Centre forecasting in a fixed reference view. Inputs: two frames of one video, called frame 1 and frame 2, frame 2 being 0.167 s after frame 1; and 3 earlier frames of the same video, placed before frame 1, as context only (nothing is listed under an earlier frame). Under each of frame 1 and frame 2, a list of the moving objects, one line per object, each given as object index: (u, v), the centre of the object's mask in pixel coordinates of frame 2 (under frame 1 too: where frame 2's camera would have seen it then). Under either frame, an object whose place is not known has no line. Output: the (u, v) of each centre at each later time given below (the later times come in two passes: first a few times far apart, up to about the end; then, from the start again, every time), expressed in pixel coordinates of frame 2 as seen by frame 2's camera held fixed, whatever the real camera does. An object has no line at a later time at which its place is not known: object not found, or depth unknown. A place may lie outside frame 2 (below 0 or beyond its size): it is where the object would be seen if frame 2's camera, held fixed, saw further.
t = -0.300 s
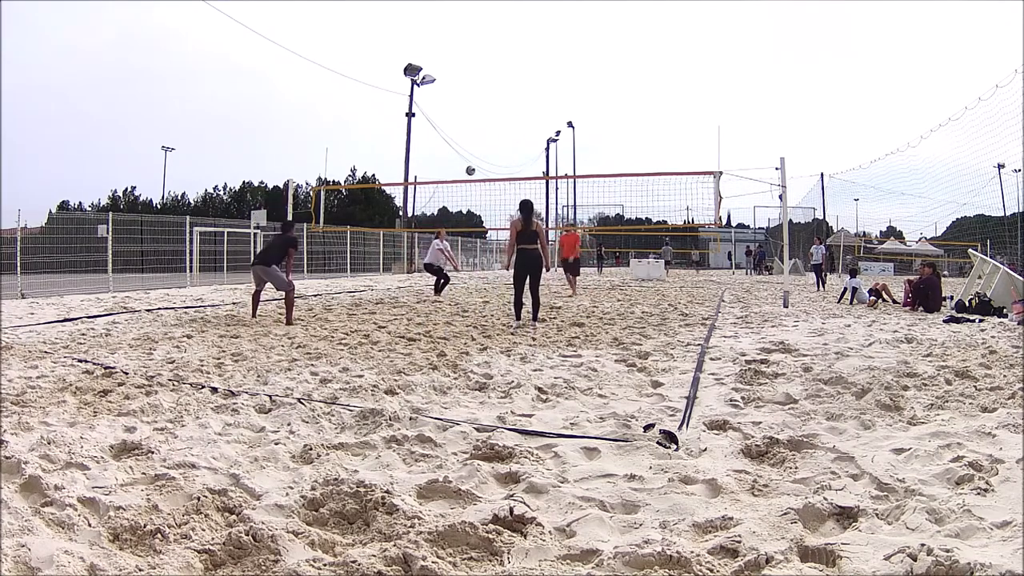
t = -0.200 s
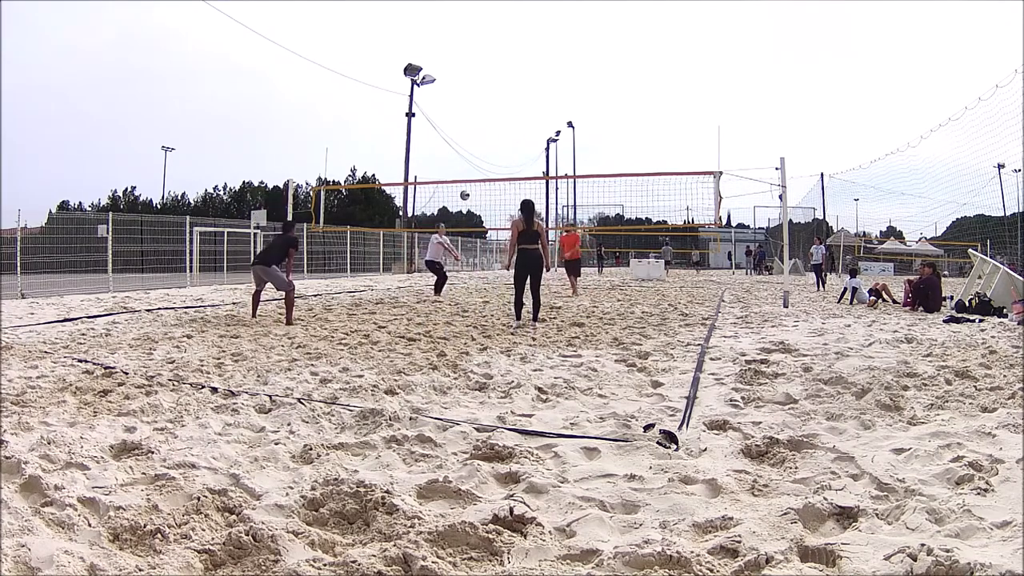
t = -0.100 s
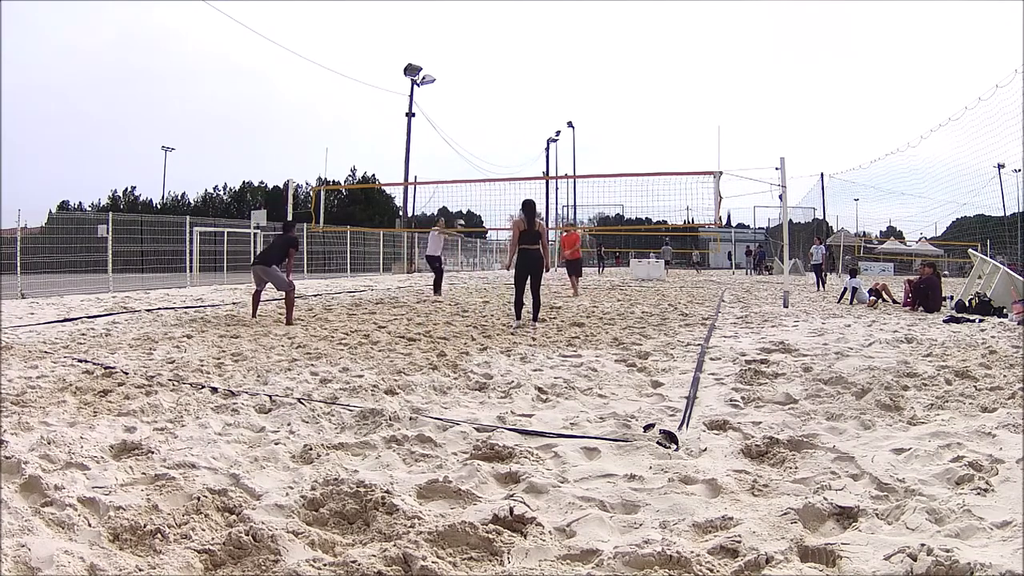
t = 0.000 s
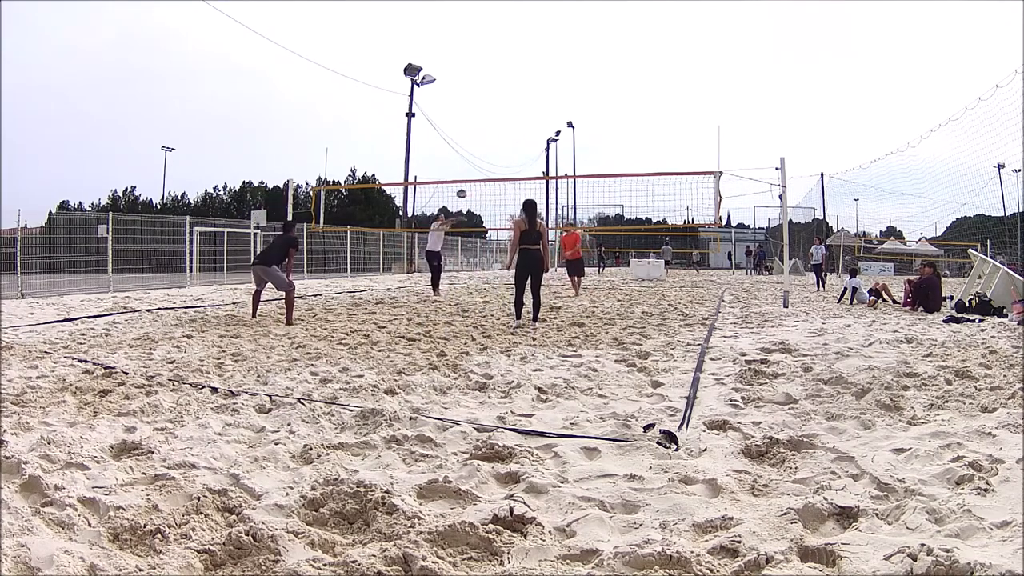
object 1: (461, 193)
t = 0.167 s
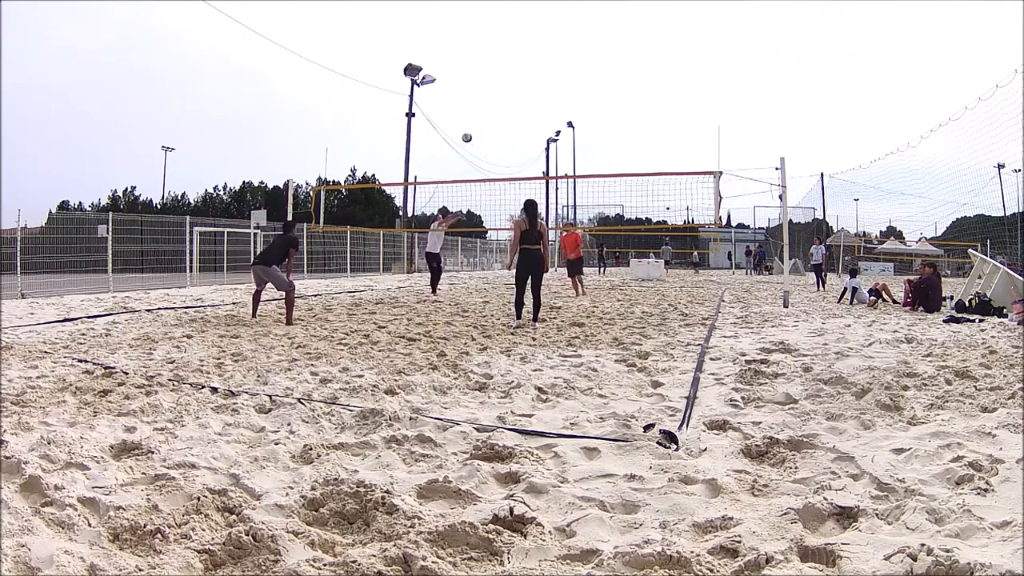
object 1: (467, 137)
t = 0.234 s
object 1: (469, 119)
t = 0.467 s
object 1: (476, 74)
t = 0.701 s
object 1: (484, 54)
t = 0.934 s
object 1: (492, 59)
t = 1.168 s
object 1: (500, 91)
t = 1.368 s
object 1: (507, 138)
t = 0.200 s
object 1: (468, 128)
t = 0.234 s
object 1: (469, 119)
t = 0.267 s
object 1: (470, 111)
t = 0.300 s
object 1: (471, 104)
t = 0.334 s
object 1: (472, 97)
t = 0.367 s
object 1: (473, 90)
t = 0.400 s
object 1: (474, 85)
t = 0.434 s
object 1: (475, 79)
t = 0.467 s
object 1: (476, 74)
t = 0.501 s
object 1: (477, 70)
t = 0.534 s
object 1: (479, 65)
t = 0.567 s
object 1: (480, 62)
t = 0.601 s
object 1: (481, 59)
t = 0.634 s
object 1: (482, 57)
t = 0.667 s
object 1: (483, 55)
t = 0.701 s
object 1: (484, 54)
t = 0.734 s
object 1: (486, 53)
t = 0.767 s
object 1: (487, 53)
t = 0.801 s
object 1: (488, 53)
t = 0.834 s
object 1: (489, 54)
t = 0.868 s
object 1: (490, 55)
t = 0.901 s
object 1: (491, 57)
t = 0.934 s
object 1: (492, 59)
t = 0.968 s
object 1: (493, 62)
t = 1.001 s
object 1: (494, 65)
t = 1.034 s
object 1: (495, 69)
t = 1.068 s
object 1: (496, 73)
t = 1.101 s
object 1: (498, 78)
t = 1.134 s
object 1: (499, 85)
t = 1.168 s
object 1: (500, 91)
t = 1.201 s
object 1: (501, 97)
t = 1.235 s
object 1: (502, 104)
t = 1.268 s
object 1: (504, 112)
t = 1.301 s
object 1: (505, 120)
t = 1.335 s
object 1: (506, 129)
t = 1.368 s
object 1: (507, 138)
